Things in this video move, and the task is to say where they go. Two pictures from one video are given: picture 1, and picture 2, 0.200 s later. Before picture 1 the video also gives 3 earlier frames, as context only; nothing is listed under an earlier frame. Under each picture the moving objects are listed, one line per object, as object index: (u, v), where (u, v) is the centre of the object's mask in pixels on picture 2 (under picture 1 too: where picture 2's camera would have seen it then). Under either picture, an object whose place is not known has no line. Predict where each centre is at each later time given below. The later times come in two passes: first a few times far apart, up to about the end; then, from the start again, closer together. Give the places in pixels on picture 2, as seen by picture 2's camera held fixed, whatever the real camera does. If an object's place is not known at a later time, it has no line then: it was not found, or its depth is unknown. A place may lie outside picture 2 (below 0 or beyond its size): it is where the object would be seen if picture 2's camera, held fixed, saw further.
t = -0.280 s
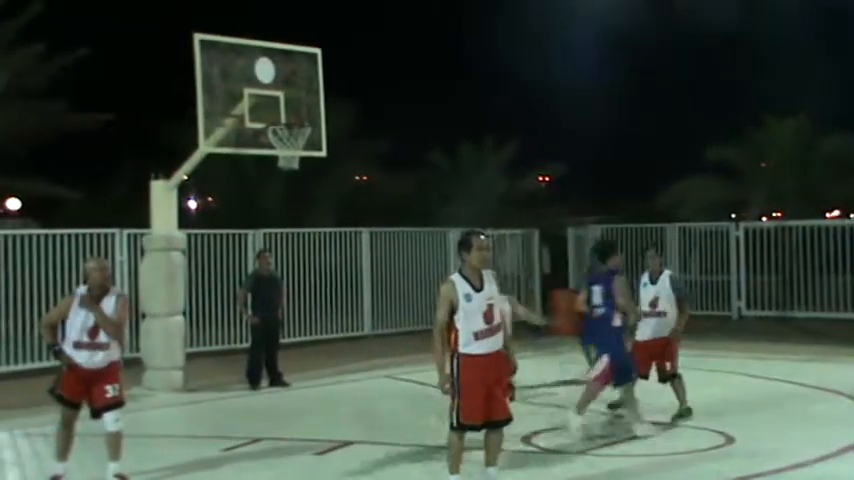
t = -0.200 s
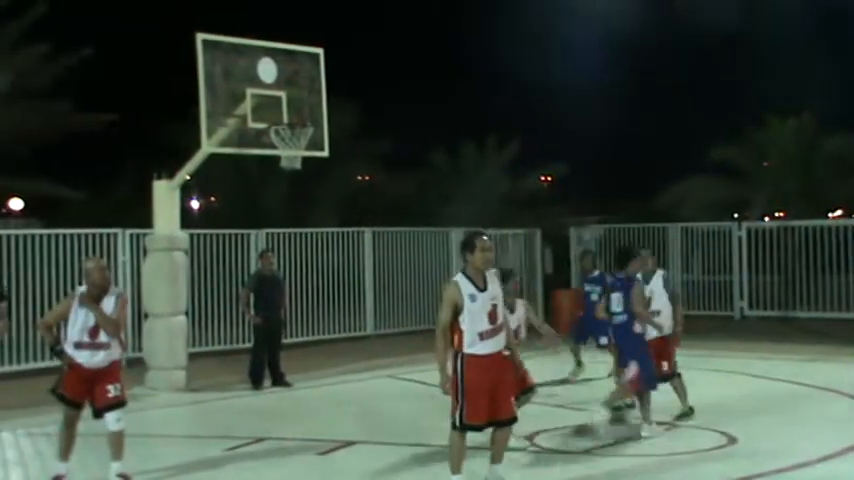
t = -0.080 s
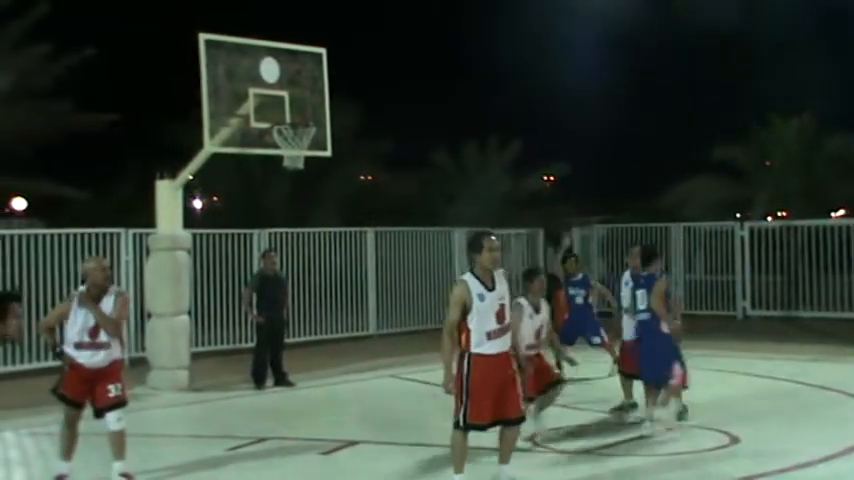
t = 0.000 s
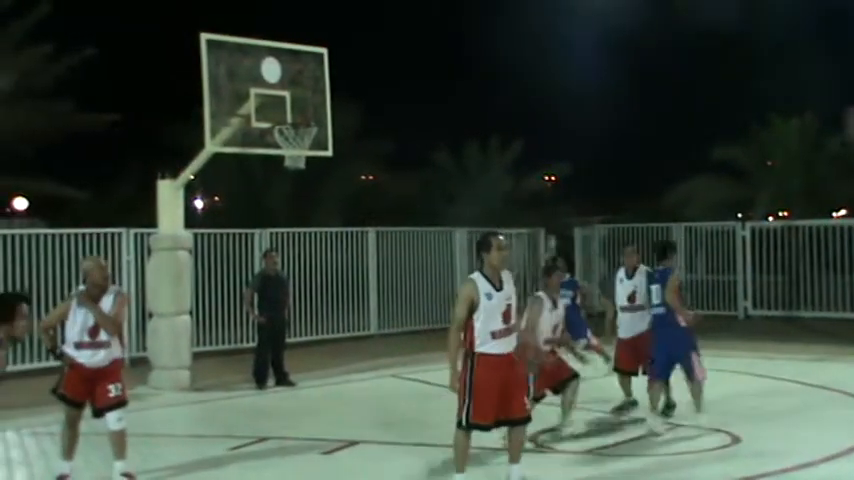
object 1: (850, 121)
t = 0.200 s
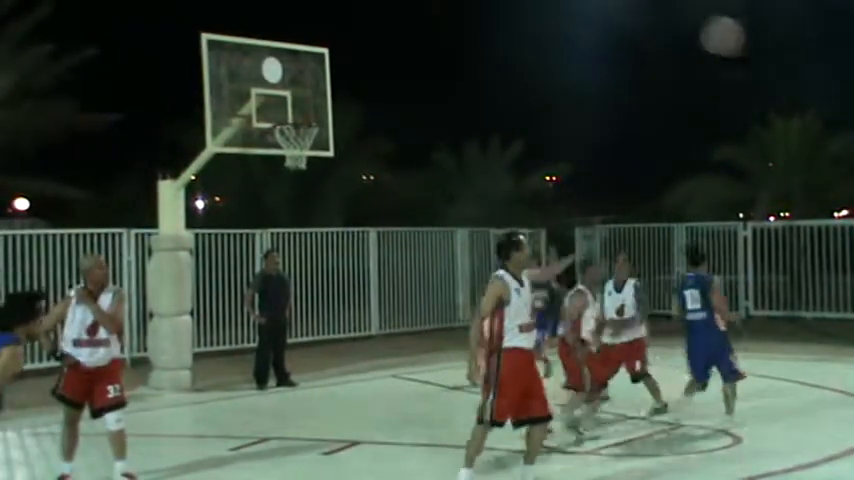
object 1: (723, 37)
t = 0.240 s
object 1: (701, 31)
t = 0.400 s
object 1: (627, 27)
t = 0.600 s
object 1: (561, 63)
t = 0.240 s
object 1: (701, 31)
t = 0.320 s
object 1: (660, 25)
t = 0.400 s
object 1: (627, 27)
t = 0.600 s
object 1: (561, 63)
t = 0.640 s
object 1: (549, 73)
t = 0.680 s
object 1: (540, 85)
